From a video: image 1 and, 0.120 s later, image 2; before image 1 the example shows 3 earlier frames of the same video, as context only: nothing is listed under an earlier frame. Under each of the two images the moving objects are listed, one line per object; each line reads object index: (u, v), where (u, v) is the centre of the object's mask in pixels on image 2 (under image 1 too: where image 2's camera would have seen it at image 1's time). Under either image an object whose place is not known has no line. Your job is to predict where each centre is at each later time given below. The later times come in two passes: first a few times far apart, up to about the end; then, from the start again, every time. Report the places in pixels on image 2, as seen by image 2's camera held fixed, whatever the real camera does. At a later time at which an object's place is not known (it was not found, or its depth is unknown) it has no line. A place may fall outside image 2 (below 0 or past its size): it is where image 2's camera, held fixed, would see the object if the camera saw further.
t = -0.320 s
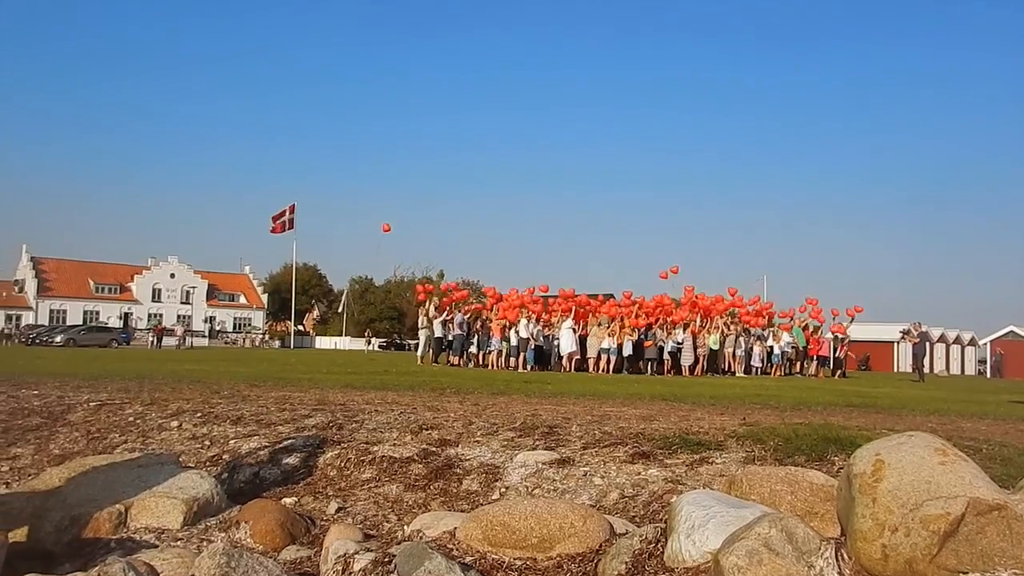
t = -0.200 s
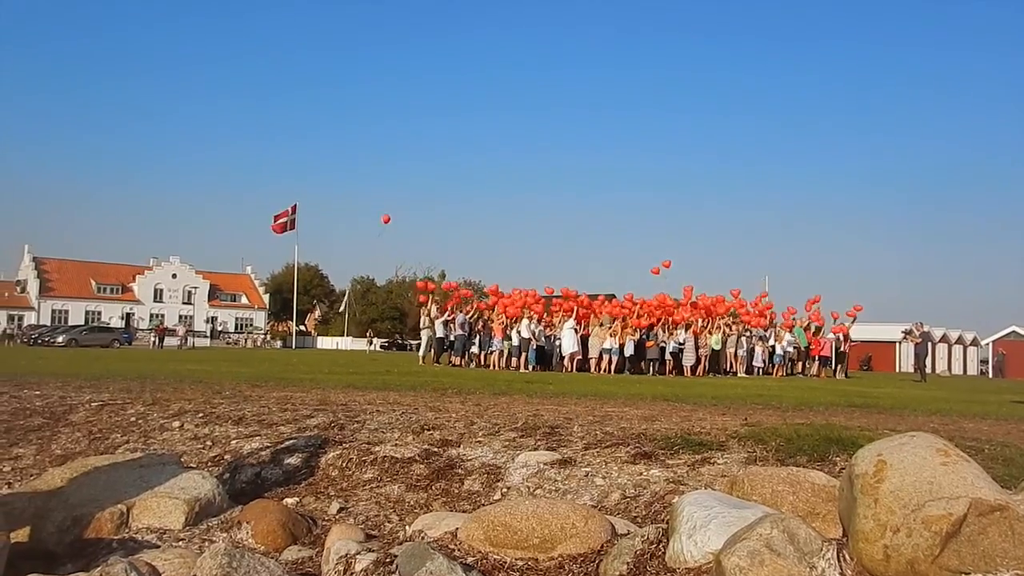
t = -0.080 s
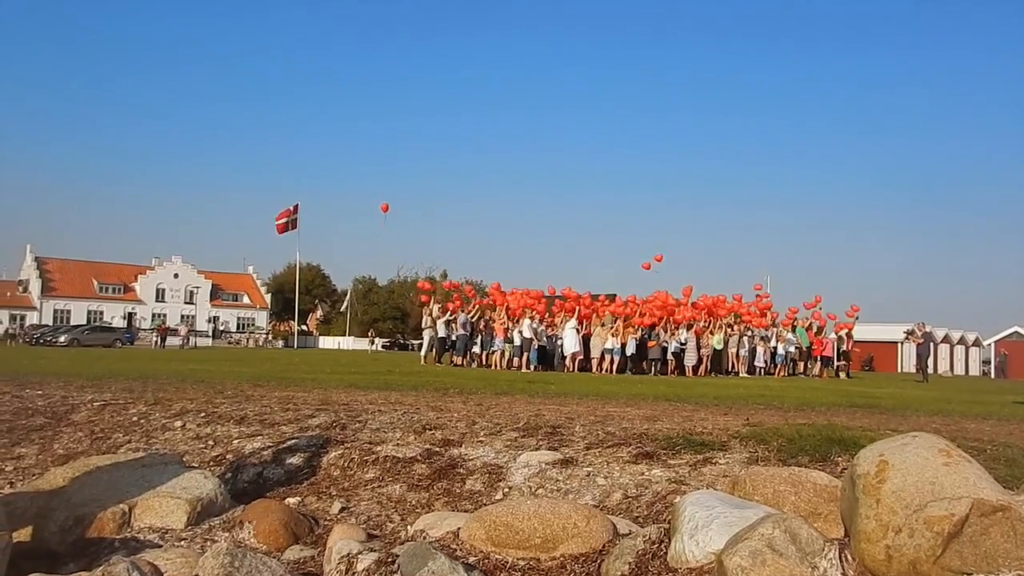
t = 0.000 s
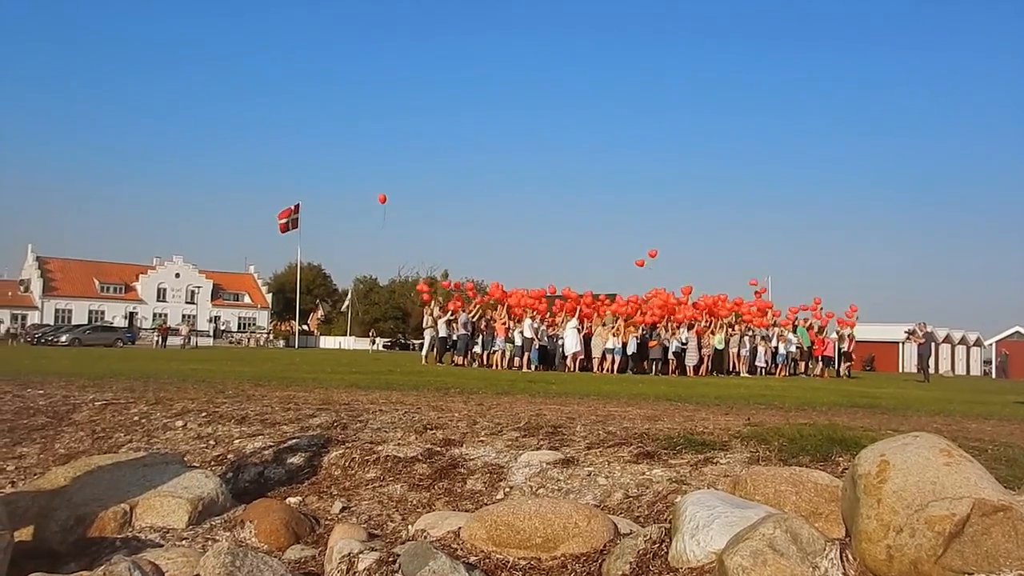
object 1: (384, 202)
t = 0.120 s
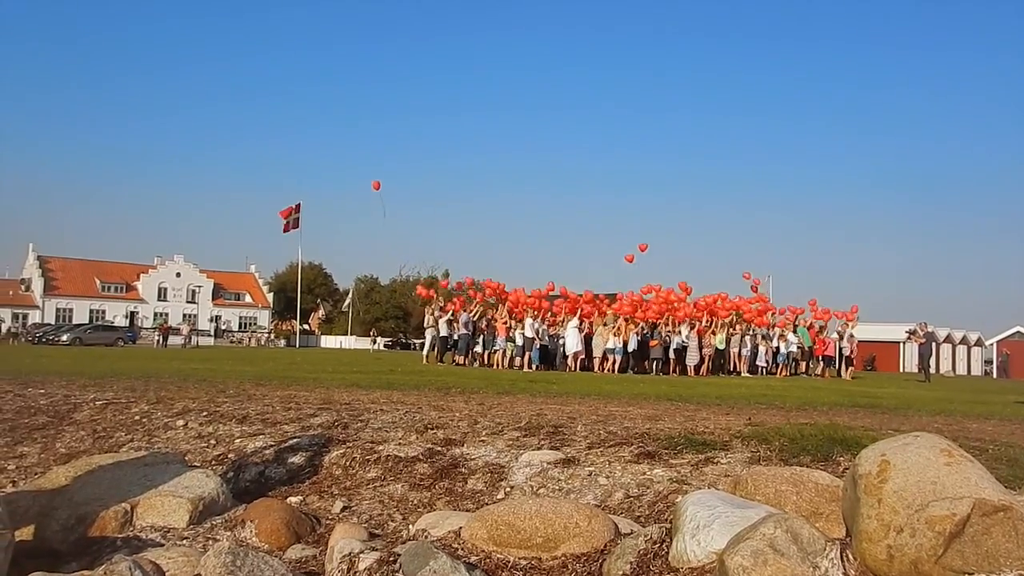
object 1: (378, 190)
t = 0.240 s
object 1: (367, 173)
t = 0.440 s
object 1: (351, 154)
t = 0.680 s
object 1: (329, 132)
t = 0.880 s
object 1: (309, 118)
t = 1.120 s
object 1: (285, 107)
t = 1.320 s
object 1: (263, 98)
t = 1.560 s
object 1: (232, 84)
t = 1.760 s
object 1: (202, 73)
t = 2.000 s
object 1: (160, 56)
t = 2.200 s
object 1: (122, 40)
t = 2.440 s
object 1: (76, 18)
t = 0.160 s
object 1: (375, 184)
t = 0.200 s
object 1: (370, 177)
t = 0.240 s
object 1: (367, 173)
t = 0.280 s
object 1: (365, 170)
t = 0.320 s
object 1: (362, 166)
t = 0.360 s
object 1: (358, 162)
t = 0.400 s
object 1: (355, 158)
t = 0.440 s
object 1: (351, 154)
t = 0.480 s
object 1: (348, 150)
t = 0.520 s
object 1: (344, 147)
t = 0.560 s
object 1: (340, 142)
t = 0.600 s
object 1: (336, 139)
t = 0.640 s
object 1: (333, 136)
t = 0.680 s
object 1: (329, 132)
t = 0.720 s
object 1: (325, 129)
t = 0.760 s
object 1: (321, 126)
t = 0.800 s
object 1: (317, 123)
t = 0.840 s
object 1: (313, 121)
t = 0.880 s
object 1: (309, 118)
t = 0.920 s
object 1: (305, 116)
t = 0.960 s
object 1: (301, 114)
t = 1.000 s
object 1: (297, 112)
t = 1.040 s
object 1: (293, 111)
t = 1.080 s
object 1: (289, 109)
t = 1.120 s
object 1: (285, 107)
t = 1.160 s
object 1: (281, 106)
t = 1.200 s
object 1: (276, 104)
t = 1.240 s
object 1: (272, 102)
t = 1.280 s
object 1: (268, 100)
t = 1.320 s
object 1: (263, 98)
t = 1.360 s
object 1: (258, 96)
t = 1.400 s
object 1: (254, 93)
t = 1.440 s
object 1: (248, 91)
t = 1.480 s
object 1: (243, 89)
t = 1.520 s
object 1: (238, 87)
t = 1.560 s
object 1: (232, 84)
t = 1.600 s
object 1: (226, 82)
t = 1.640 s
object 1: (220, 79)
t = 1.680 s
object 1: (214, 78)
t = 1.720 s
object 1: (208, 75)
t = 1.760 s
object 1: (202, 73)
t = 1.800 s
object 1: (195, 70)
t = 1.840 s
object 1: (188, 68)
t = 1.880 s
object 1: (182, 65)
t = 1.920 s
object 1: (175, 62)
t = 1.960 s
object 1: (167, 59)
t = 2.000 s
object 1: (160, 56)
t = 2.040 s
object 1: (153, 53)
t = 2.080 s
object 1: (146, 50)
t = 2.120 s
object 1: (138, 47)
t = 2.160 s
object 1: (130, 43)
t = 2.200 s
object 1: (122, 40)
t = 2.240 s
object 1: (115, 37)
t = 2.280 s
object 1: (106, 33)
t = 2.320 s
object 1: (99, 29)
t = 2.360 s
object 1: (91, 25)
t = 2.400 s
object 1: (83, 22)
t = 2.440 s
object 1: (76, 18)
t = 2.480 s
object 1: (68, 14)
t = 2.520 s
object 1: (60, 10)
